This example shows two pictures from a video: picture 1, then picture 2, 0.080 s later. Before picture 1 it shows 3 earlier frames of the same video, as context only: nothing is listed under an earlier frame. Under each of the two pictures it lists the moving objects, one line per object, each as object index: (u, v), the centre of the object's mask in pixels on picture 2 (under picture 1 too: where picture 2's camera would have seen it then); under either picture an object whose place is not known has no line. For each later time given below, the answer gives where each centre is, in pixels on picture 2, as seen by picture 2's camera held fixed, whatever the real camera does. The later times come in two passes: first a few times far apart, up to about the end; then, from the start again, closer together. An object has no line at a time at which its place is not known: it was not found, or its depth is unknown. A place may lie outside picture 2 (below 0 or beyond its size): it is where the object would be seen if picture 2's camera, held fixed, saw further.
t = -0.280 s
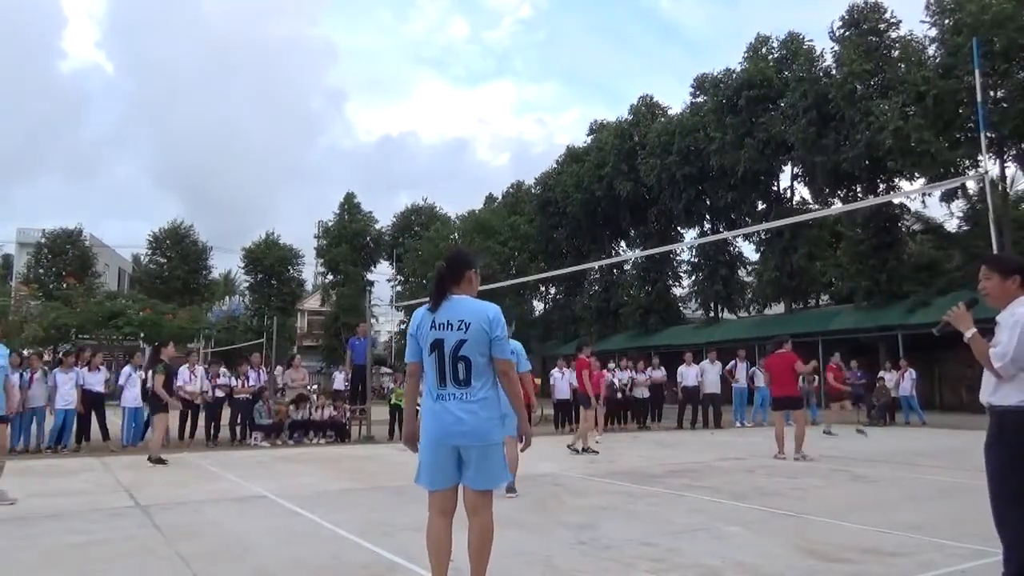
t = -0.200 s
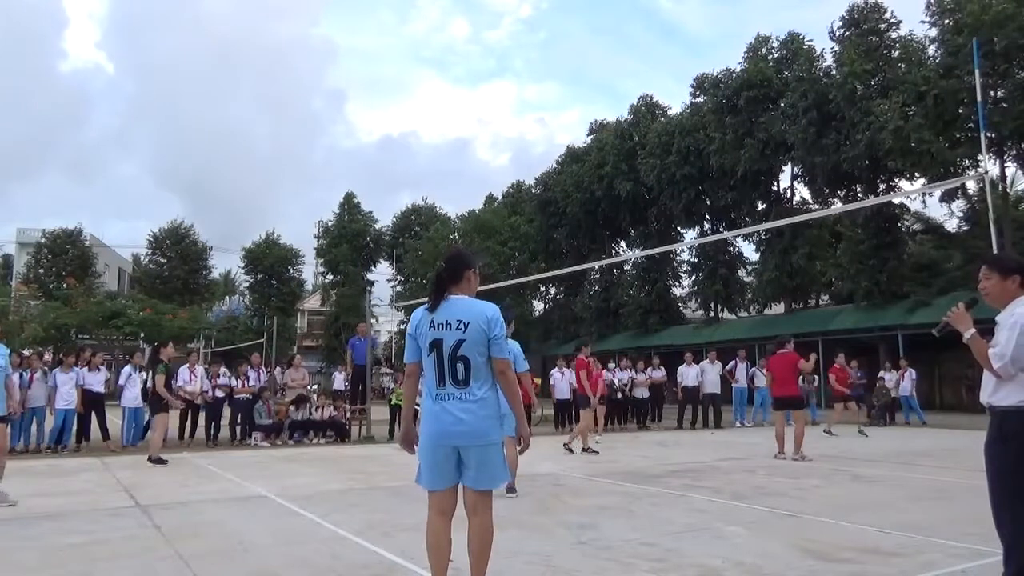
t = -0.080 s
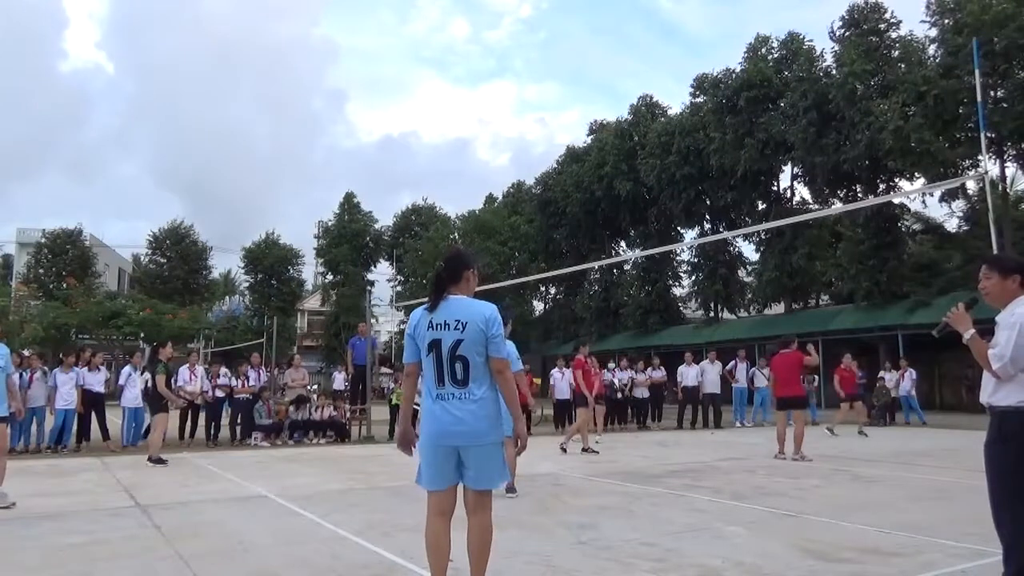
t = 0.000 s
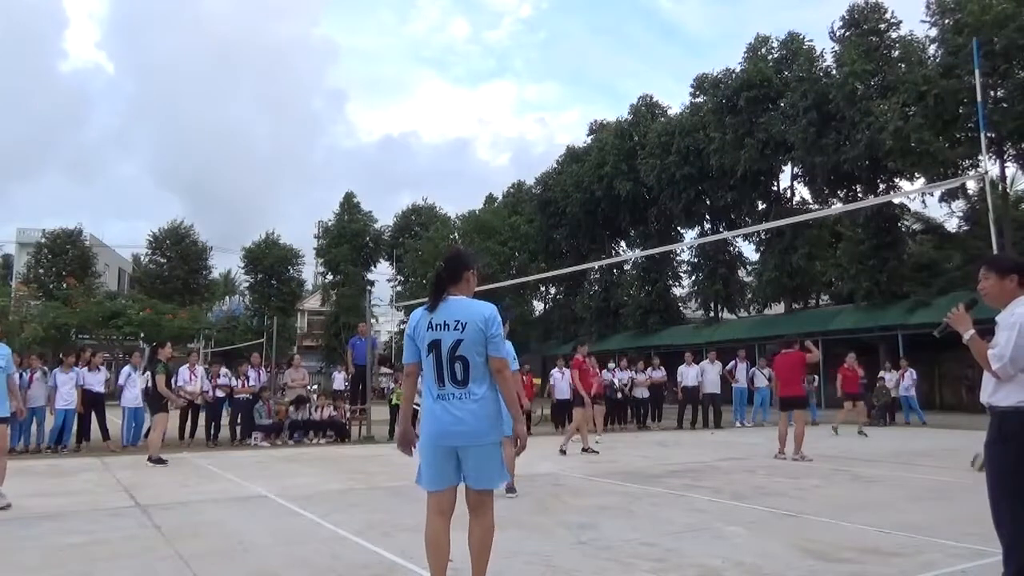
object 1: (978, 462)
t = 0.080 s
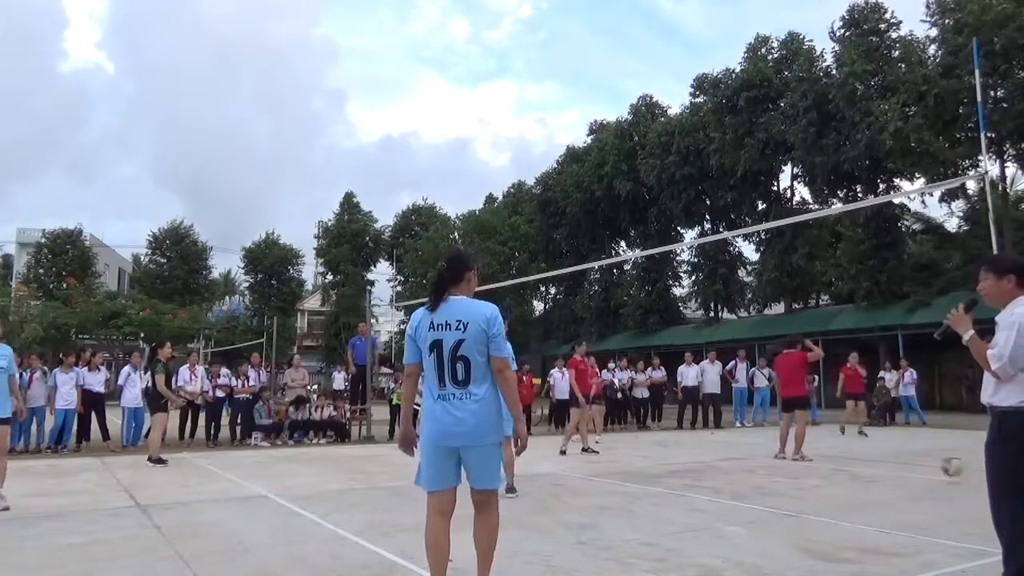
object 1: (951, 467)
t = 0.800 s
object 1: (612, 500)
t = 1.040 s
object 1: (453, 513)
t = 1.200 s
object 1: (333, 525)
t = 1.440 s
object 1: (128, 542)
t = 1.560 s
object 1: (12, 546)
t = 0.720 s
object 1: (656, 484)
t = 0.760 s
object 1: (634, 491)
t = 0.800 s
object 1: (612, 500)
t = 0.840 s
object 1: (588, 502)
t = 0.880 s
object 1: (562, 500)
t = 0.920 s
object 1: (545, 500)
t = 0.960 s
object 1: (505, 504)
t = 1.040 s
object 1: (453, 513)
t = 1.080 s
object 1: (427, 512)
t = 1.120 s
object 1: (396, 515)
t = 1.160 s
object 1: (366, 519)
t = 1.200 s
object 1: (333, 525)
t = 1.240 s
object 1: (302, 528)
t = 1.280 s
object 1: (268, 523)
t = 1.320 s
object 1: (236, 523)
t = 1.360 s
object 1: (199, 529)
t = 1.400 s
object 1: (165, 537)
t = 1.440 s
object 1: (128, 542)
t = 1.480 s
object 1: (86, 540)
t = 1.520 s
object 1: (47, 542)
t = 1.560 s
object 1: (12, 546)
